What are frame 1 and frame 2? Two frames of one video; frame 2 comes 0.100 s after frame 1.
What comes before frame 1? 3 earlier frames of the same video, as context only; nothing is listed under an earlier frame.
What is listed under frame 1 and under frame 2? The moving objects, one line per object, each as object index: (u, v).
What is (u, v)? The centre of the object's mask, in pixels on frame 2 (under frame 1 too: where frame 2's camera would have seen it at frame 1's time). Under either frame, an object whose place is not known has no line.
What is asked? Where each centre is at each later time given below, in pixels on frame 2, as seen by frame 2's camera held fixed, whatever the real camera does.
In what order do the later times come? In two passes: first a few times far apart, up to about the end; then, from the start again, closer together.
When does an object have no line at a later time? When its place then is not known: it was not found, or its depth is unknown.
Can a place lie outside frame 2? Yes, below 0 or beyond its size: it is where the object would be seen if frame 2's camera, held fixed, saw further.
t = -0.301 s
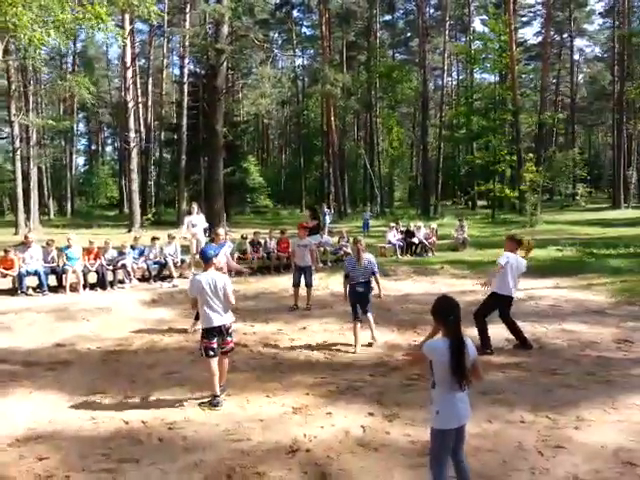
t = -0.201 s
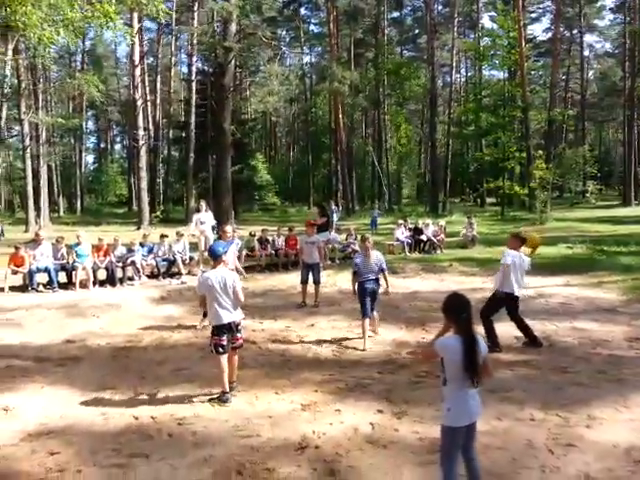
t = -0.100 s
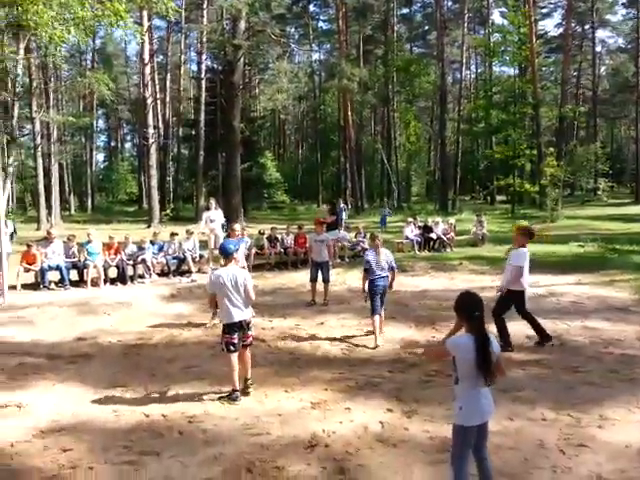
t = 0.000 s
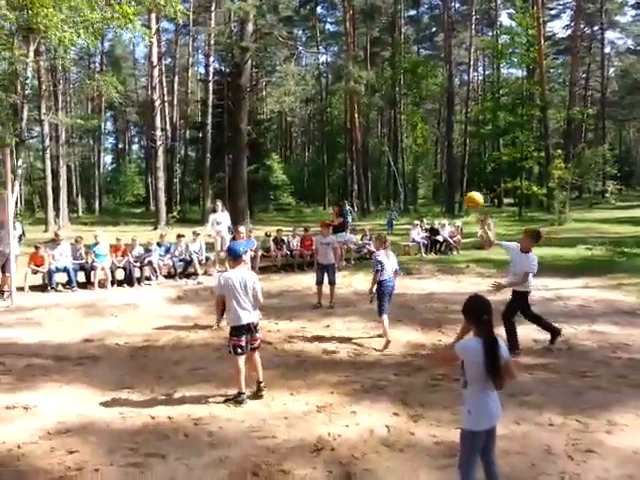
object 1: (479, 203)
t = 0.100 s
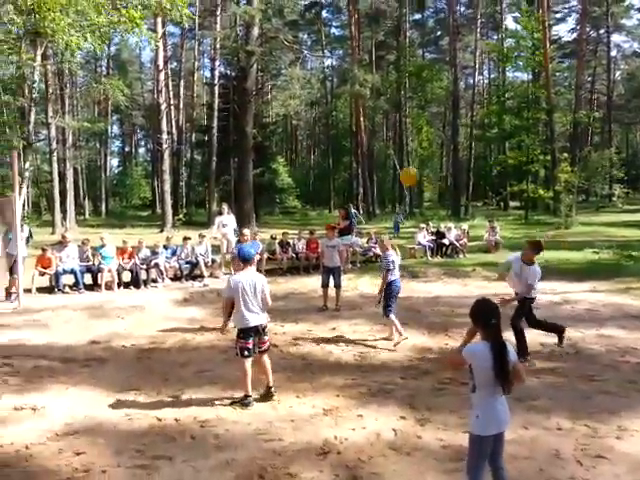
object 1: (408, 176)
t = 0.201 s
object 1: (334, 154)
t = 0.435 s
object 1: (138, 128)
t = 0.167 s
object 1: (359, 161)
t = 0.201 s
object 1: (334, 154)
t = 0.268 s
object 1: (281, 142)
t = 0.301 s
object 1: (254, 138)
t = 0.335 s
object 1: (226, 134)
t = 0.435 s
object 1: (138, 128)
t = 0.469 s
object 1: (108, 128)
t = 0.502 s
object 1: (78, 127)
